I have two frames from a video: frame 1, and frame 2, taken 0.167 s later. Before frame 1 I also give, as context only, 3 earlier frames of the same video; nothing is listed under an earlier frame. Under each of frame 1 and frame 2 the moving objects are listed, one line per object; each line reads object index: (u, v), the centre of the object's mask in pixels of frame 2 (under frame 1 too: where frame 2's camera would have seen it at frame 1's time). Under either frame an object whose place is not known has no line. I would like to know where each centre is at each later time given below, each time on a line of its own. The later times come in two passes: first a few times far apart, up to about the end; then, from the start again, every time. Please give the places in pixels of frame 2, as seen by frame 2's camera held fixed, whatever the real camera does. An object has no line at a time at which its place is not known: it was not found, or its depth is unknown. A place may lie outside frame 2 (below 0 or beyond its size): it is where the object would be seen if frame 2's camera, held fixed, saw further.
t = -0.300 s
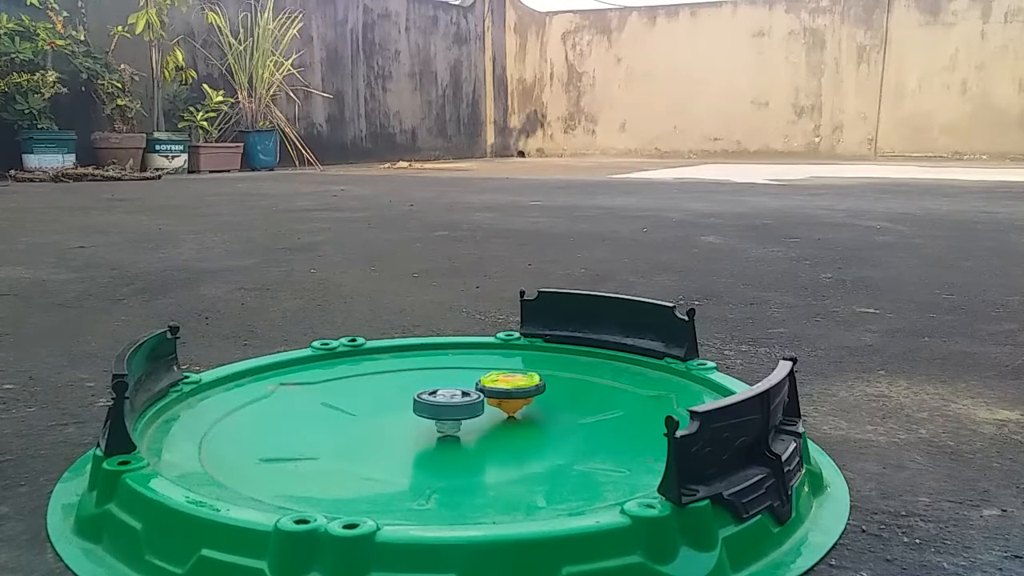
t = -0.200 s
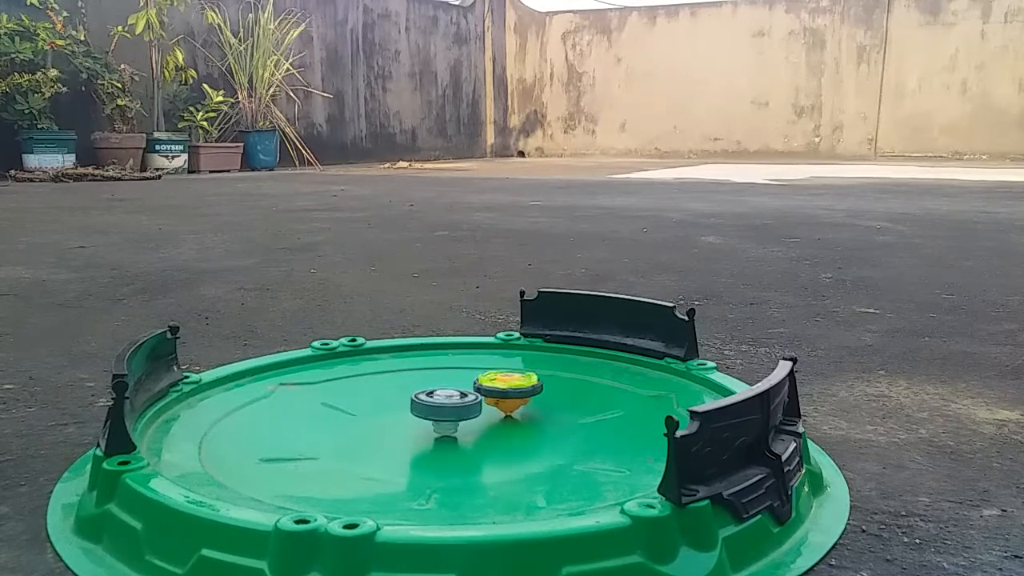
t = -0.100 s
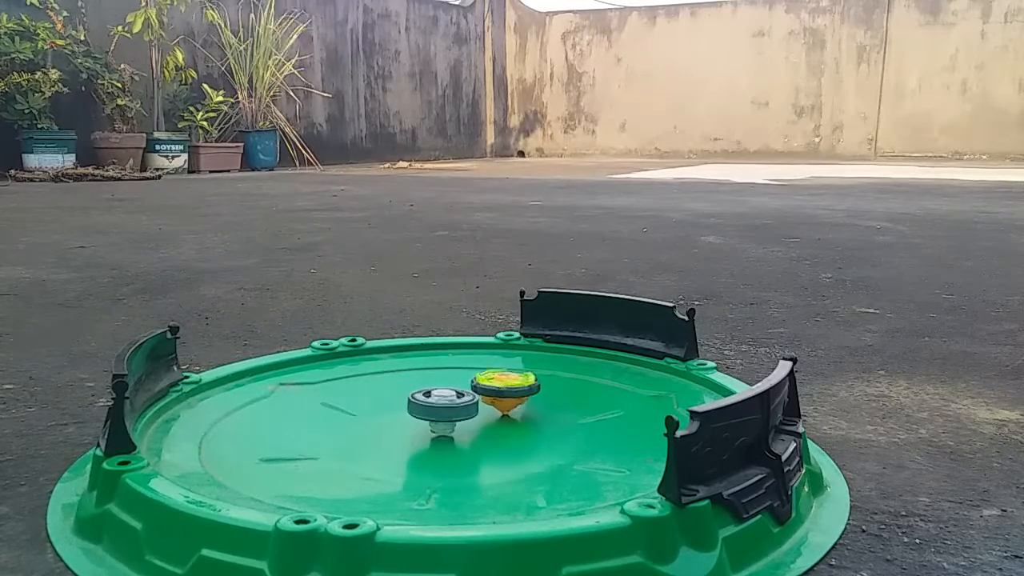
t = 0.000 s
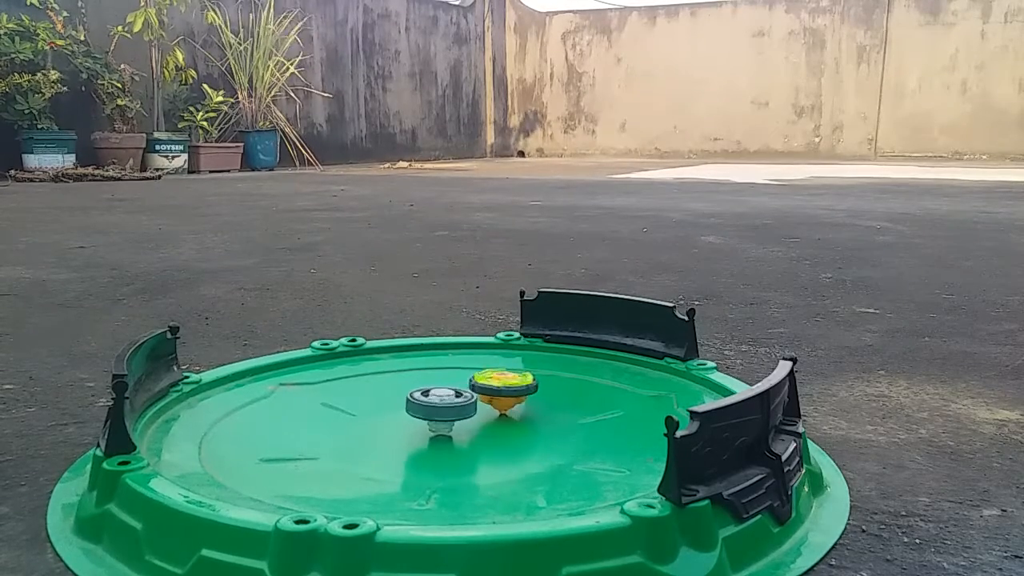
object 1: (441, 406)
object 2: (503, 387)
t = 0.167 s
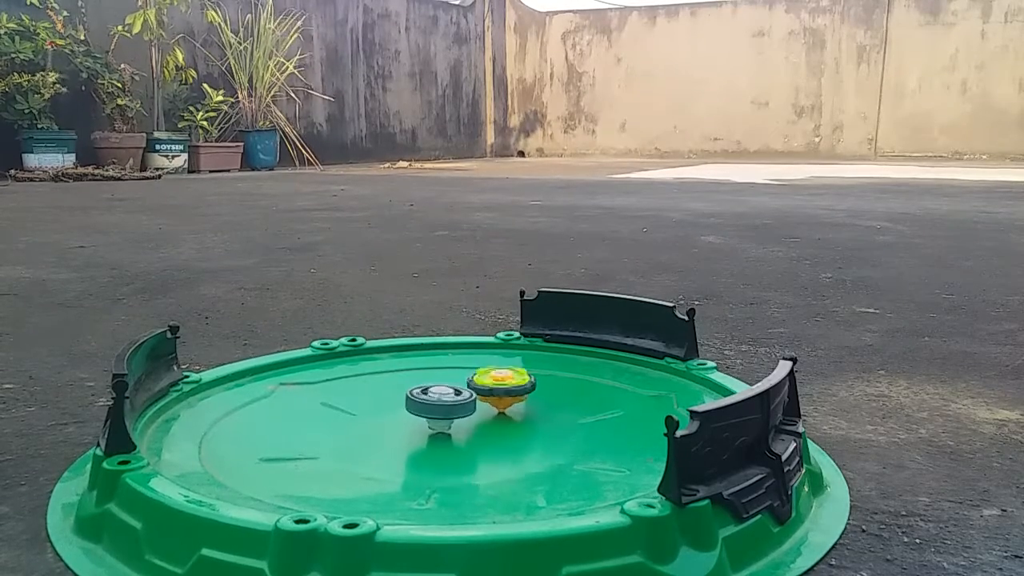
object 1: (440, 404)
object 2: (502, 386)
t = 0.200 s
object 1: (442, 404)
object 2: (501, 386)
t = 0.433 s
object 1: (452, 401)
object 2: (503, 384)
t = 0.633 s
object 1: (455, 405)
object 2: (512, 377)
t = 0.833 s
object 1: (448, 410)
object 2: (516, 378)
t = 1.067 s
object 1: (433, 413)
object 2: (501, 385)
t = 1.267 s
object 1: (423, 410)
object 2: (466, 385)
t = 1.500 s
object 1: (420, 406)
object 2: (427, 378)
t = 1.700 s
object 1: (429, 402)
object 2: (404, 372)
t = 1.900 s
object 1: (441, 401)
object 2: (417, 374)
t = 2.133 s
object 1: (447, 403)
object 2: (442, 373)
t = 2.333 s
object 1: (446, 406)
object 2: (460, 376)
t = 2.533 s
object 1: (445, 408)
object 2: (449, 377)
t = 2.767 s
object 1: (441, 407)
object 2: (456, 378)
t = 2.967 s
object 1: (442, 404)
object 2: (463, 377)
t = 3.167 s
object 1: (444, 403)
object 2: (457, 374)
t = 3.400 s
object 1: (450, 404)
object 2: (453, 374)
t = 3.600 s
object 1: (454, 404)
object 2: (454, 374)
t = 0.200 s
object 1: (442, 404)
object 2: (501, 386)
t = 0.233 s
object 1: (442, 403)
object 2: (502, 385)
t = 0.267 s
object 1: (442, 403)
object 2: (502, 385)
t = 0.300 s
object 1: (443, 403)
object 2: (501, 385)
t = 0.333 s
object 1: (444, 402)
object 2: (502, 385)
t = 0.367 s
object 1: (445, 402)
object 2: (502, 384)
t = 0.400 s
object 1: (449, 402)
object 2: (502, 384)
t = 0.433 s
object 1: (452, 401)
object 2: (503, 384)
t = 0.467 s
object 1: (454, 401)
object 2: (503, 382)
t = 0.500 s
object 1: (457, 402)
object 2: (503, 383)
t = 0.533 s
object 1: (460, 401)
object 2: (505, 383)
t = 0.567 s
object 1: (461, 402)
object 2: (504, 381)
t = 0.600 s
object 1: (459, 404)
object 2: (506, 380)
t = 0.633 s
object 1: (455, 405)
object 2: (512, 377)
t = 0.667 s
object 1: (452, 406)
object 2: (515, 377)
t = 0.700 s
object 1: (452, 407)
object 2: (517, 379)
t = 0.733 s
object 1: (452, 408)
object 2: (516, 379)
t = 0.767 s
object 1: (450, 409)
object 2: (513, 378)
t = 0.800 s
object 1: (449, 410)
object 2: (514, 378)
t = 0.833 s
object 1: (448, 410)
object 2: (516, 378)
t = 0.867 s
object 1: (445, 411)
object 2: (517, 379)
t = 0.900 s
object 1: (445, 411)
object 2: (517, 380)
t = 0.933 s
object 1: (442, 411)
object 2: (514, 382)
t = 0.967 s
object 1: (439, 412)
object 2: (510, 384)
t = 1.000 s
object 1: (438, 412)
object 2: (508, 384)
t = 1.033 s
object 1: (435, 412)
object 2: (505, 385)
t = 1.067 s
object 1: (433, 413)
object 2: (501, 385)
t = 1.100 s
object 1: (432, 412)
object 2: (496, 386)
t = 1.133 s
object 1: (429, 412)
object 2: (491, 385)
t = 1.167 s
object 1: (427, 412)
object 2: (485, 387)
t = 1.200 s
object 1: (426, 411)
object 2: (479, 386)
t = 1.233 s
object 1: (424, 411)
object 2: (474, 386)
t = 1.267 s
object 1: (423, 410)
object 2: (466, 385)
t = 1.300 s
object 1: (422, 410)
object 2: (462, 385)
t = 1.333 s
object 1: (420, 409)
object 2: (455, 384)
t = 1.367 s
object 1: (421, 408)
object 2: (450, 382)
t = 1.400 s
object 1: (420, 407)
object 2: (443, 381)
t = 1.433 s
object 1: (419, 407)
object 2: (438, 380)
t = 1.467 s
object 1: (421, 406)
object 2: (431, 379)
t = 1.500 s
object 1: (420, 406)
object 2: (427, 378)
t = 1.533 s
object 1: (421, 405)
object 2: (418, 377)
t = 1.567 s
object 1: (422, 404)
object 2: (412, 376)
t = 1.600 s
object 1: (424, 403)
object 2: (408, 375)
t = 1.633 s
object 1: (425, 402)
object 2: (405, 375)
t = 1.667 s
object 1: (426, 402)
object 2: (401, 374)
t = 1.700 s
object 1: (429, 402)
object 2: (404, 372)
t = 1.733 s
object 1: (430, 401)
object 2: (407, 372)
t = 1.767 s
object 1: (432, 401)
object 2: (411, 371)
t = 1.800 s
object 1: (435, 401)
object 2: (412, 371)
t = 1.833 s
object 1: (436, 401)
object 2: (415, 372)
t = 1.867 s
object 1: (439, 401)
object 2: (416, 374)
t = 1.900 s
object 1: (441, 401)
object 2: (417, 374)
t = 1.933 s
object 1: (442, 401)
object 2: (416, 376)
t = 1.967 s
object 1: (445, 401)
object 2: (417, 378)
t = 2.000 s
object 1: (446, 401)
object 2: (420, 378)
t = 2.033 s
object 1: (448, 401)
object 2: (422, 379)
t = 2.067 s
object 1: (448, 402)
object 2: (429, 376)
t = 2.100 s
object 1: (446, 403)
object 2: (435, 374)
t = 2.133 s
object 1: (447, 403)
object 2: (442, 373)
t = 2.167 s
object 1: (446, 404)
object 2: (451, 375)
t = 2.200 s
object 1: (446, 405)
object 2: (457, 377)
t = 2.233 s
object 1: (446, 405)
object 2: (461, 377)
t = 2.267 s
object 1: (445, 406)
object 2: (461, 377)
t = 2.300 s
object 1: (446, 406)
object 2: (460, 376)
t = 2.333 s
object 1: (446, 406)
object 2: (460, 376)
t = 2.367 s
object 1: (446, 407)
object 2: (460, 377)
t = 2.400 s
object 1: (447, 406)
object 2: (460, 377)
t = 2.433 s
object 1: (446, 407)
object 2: (458, 378)
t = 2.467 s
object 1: (446, 407)
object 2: (455, 377)
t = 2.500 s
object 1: (445, 408)
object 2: (452, 377)
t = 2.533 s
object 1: (445, 408)
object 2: (449, 377)
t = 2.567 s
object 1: (445, 407)
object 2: (448, 376)
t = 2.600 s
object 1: (443, 407)
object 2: (447, 377)
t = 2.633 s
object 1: (444, 407)
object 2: (447, 376)
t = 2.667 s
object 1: (443, 407)
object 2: (448, 377)
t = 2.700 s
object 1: (443, 407)
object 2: (449, 376)
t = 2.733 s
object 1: (443, 406)
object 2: (452, 377)
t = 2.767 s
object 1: (441, 407)
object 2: (456, 378)
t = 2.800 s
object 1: (442, 406)
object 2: (458, 378)
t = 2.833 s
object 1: (441, 406)
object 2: (461, 378)
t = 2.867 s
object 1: (441, 405)
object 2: (463, 378)
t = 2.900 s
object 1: (442, 405)
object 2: (463, 378)
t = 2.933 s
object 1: (441, 404)
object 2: (463, 378)
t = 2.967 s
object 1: (442, 404)
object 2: (463, 377)
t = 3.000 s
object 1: (441, 404)
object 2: (464, 378)
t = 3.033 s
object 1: (443, 404)
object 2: (463, 377)
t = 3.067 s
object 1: (443, 403)
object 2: (462, 377)
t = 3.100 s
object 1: (443, 403)
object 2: (460, 375)
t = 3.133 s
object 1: (445, 403)
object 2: (459, 375)
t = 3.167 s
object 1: (444, 403)
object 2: (457, 374)
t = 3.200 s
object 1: (446, 403)
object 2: (453, 373)
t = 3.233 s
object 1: (446, 403)
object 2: (450, 373)
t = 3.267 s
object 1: (447, 403)
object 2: (448, 373)
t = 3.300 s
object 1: (449, 403)
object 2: (448, 373)
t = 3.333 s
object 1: (449, 403)
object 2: (449, 373)
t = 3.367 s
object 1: (451, 403)
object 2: (451, 373)
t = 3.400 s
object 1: (450, 404)
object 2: (453, 374)
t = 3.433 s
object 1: (452, 404)
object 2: (453, 374)
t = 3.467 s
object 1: (452, 403)
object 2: (455, 374)
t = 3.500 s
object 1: (452, 404)
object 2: (455, 374)
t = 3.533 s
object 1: (454, 404)
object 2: (455, 374)
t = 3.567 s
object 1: (454, 404)
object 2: (455, 375)
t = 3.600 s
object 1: (454, 404)
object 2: (454, 374)
